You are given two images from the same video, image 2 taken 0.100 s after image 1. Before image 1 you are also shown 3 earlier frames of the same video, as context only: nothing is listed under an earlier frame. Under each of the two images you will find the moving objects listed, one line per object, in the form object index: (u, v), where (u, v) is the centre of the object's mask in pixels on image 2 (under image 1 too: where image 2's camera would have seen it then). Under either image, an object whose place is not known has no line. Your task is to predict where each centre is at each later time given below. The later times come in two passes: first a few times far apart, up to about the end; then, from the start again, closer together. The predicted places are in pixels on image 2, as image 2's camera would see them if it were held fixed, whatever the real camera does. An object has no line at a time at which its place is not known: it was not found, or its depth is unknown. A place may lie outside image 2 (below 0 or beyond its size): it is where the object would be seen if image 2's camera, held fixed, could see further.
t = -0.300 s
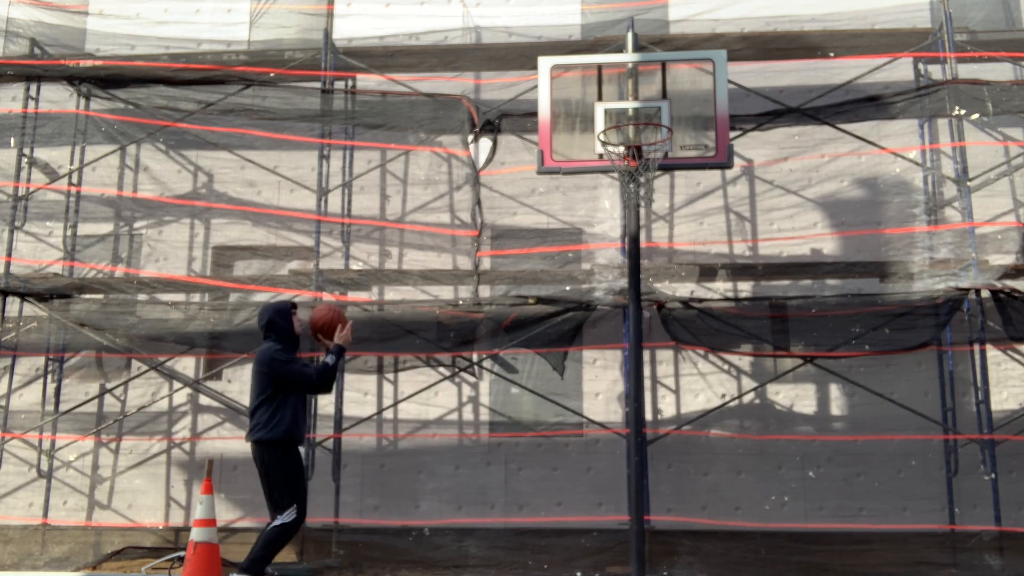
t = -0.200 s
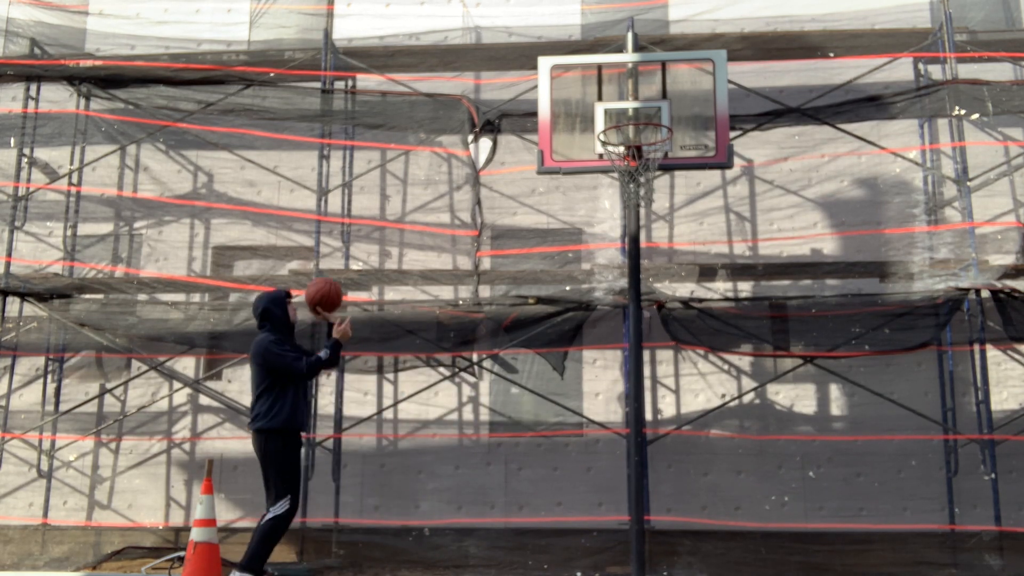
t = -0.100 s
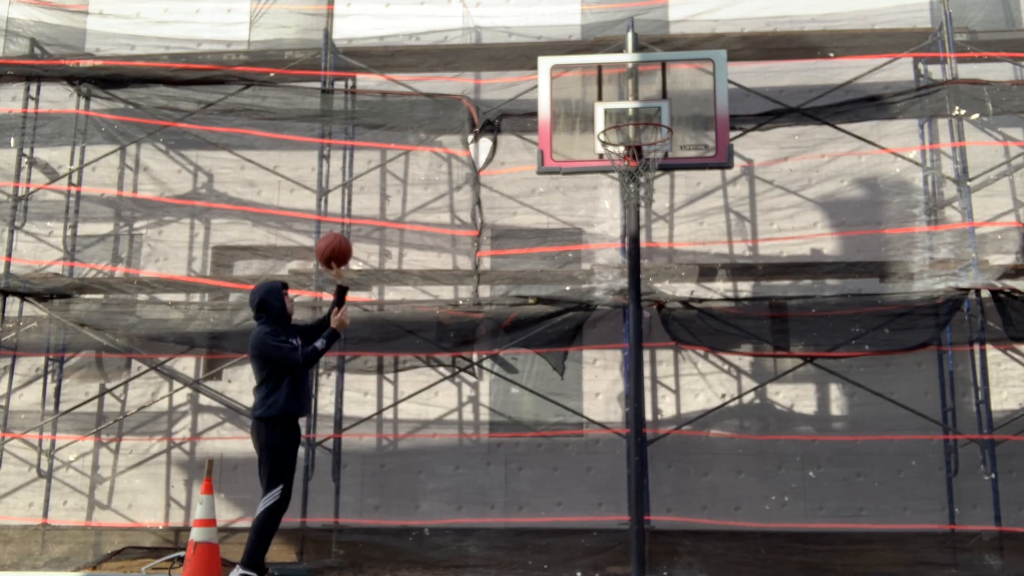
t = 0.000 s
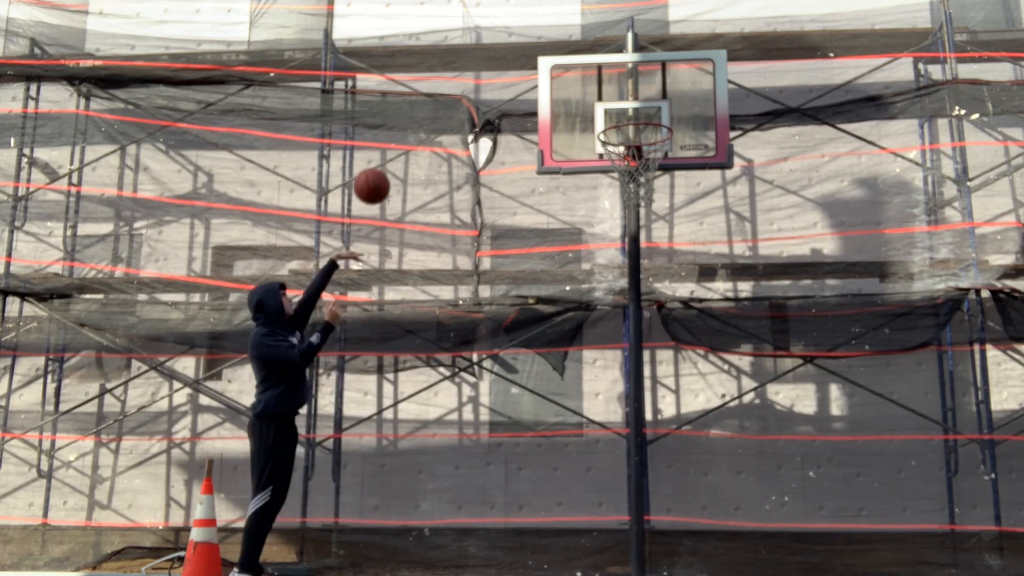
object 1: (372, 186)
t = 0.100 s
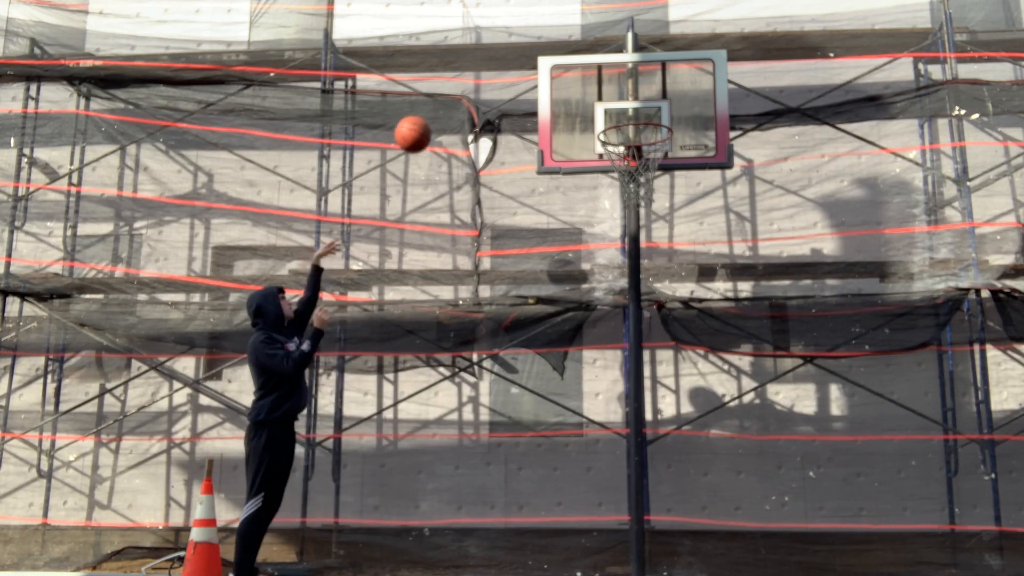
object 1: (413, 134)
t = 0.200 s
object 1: (453, 98)
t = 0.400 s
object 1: (531, 66)
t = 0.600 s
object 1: (610, 90)
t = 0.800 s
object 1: (631, 156)
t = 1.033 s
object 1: (611, 165)
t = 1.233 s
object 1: (634, 187)
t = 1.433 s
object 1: (672, 253)
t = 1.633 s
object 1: (714, 386)
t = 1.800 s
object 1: (755, 559)
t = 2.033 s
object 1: (791, 431)
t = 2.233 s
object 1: (819, 356)
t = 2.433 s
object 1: (850, 350)
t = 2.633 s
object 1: (887, 412)
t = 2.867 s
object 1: (936, 565)
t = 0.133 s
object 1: (426, 120)
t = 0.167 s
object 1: (439, 109)
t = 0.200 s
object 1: (453, 98)
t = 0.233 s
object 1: (466, 89)
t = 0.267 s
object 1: (479, 81)
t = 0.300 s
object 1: (492, 75)
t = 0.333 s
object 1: (505, 71)
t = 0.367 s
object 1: (518, 68)
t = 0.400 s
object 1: (531, 66)
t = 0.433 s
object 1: (544, 66)
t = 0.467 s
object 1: (558, 68)
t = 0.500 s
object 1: (571, 71)
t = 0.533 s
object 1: (584, 76)
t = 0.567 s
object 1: (597, 82)
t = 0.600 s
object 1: (610, 90)
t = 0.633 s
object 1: (624, 99)
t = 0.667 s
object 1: (637, 109)
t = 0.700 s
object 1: (649, 123)
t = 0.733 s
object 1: (647, 133)
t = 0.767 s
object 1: (638, 144)
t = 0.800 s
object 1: (631, 156)
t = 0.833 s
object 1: (625, 164)
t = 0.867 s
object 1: (614, 164)
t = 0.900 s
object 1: (612, 165)
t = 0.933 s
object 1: (610, 164)
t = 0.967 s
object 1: (608, 163)
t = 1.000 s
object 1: (609, 164)
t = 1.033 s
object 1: (611, 165)
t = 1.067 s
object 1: (611, 169)
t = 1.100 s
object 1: (615, 172)
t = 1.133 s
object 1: (619, 175)
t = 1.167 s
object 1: (622, 178)
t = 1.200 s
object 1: (628, 183)
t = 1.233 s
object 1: (634, 187)
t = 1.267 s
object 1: (641, 195)
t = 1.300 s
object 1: (647, 202)
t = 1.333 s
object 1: (653, 212)
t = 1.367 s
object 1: (659, 224)
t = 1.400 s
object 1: (665, 237)
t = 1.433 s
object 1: (672, 253)
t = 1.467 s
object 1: (678, 270)
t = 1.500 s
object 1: (685, 289)
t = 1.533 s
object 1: (692, 311)
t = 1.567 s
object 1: (699, 333)
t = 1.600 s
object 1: (706, 357)
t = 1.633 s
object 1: (714, 386)
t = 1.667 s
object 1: (722, 416)
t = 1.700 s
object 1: (730, 448)
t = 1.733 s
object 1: (738, 483)
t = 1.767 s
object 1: (747, 521)
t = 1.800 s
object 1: (755, 559)
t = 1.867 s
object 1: (768, 554)
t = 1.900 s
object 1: (773, 525)
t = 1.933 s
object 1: (777, 497)
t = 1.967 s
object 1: (782, 473)
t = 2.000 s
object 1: (786, 451)
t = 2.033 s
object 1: (791, 431)
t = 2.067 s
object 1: (795, 414)
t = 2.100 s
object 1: (800, 399)
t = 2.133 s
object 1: (804, 385)
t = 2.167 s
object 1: (809, 373)
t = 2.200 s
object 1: (814, 363)
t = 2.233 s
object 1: (819, 356)
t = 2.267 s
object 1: (824, 350)
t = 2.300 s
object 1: (829, 347)
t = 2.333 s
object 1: (834, 344)
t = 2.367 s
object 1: (840, 344)
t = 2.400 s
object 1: (845, 346)
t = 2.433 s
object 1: (850, 350)
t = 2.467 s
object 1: (856, 355)
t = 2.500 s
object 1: (862, 363)
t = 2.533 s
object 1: (868, 372)
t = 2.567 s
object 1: (874, 383)
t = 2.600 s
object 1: (881, 396)
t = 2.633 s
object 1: (887, 412)
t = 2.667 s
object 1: (894, 429)
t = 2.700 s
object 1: (901, 448)
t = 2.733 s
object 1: (908, 469)
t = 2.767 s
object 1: (914, 493)
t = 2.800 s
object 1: (922, 518)
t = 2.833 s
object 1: (929, 546)
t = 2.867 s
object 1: (936, 565)
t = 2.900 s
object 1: (941, 567)
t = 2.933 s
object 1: (945, 556)
